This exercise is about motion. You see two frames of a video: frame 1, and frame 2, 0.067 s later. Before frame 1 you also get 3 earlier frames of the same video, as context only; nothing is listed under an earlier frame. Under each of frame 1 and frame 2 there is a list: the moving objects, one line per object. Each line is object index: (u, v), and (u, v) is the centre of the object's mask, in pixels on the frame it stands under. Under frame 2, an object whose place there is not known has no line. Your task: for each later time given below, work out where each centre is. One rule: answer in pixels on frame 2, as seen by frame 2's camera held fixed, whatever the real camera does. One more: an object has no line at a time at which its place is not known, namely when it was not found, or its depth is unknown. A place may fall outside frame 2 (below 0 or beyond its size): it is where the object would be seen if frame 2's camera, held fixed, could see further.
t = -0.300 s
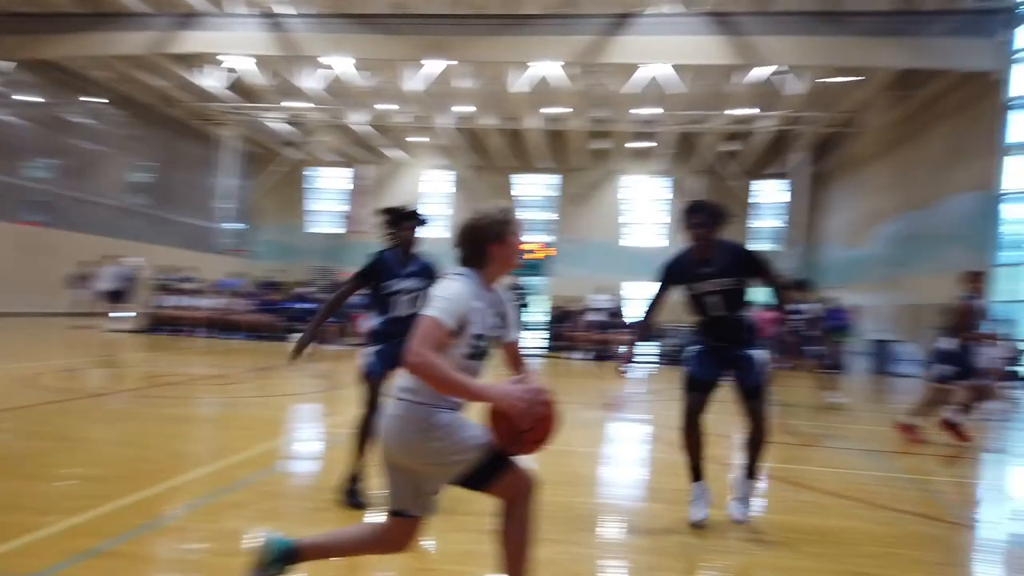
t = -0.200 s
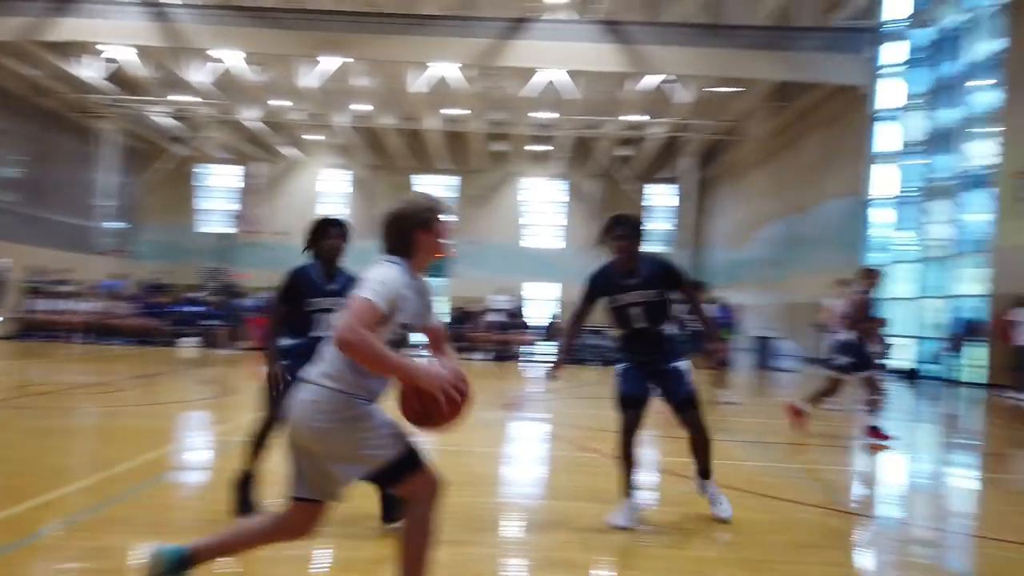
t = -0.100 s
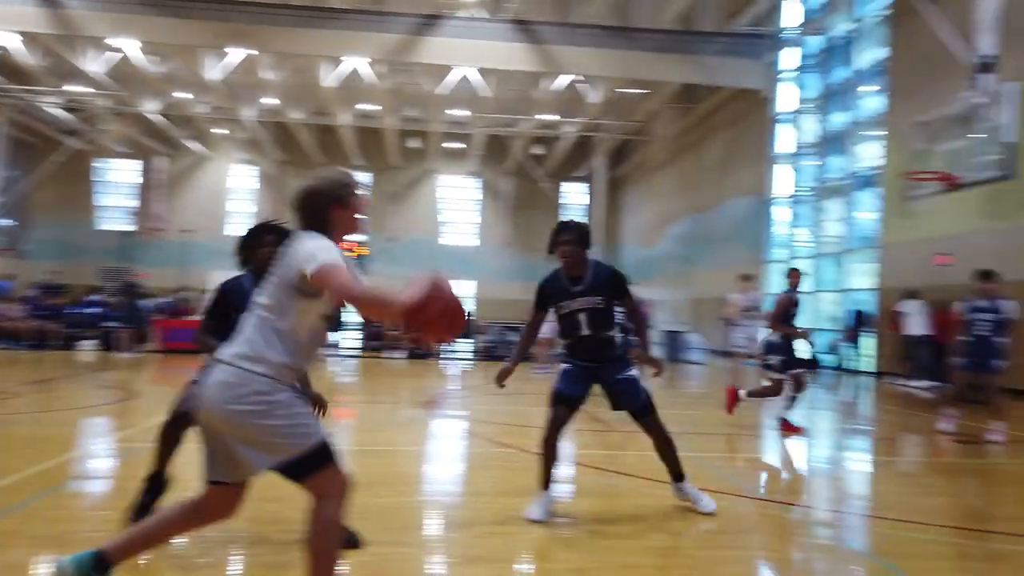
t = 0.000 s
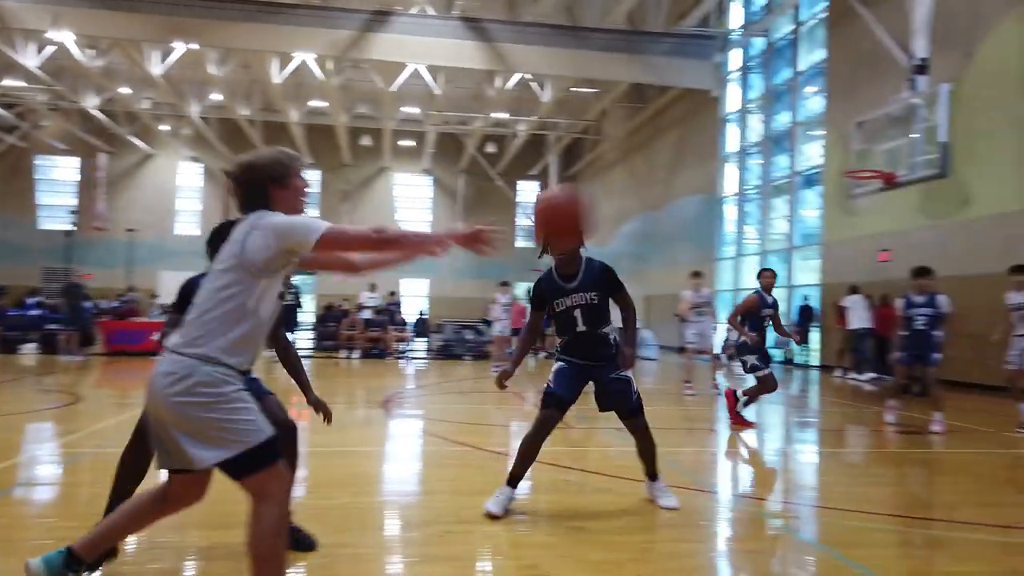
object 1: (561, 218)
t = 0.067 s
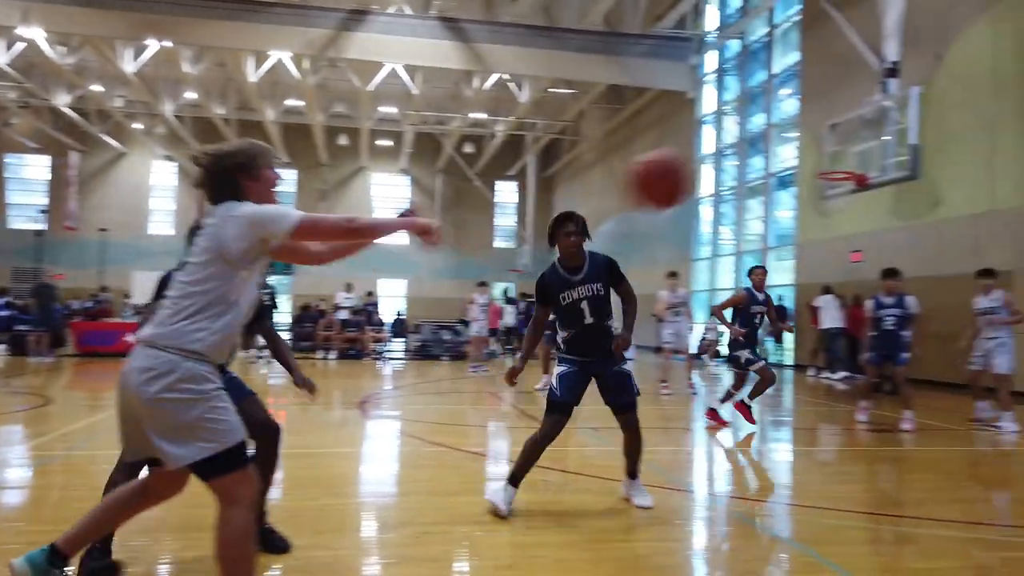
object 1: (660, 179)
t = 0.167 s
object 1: (820, 146)
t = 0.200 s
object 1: (866, 141)
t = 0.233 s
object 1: (912, 138)
